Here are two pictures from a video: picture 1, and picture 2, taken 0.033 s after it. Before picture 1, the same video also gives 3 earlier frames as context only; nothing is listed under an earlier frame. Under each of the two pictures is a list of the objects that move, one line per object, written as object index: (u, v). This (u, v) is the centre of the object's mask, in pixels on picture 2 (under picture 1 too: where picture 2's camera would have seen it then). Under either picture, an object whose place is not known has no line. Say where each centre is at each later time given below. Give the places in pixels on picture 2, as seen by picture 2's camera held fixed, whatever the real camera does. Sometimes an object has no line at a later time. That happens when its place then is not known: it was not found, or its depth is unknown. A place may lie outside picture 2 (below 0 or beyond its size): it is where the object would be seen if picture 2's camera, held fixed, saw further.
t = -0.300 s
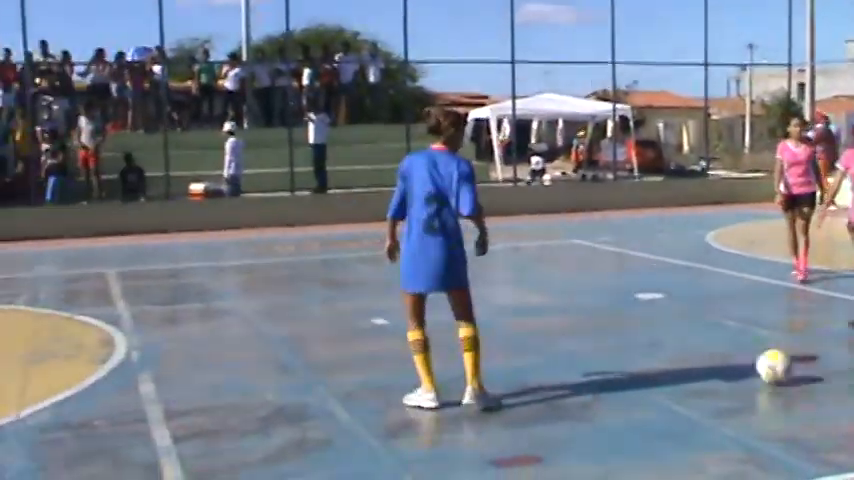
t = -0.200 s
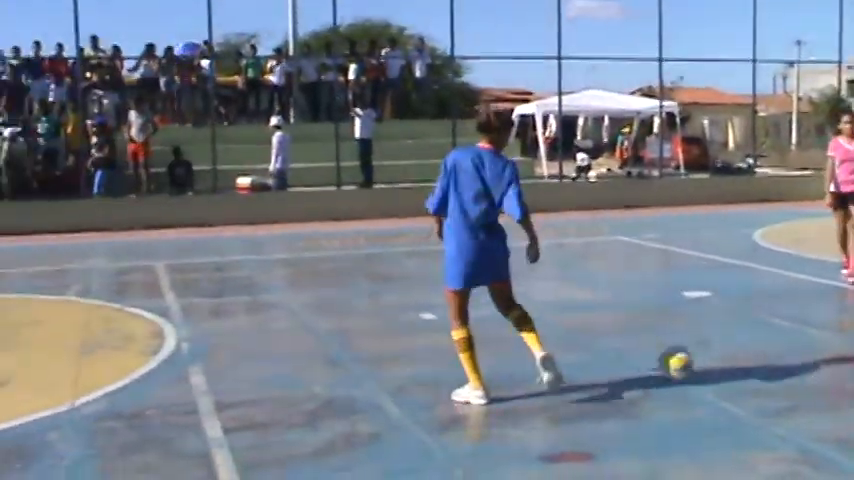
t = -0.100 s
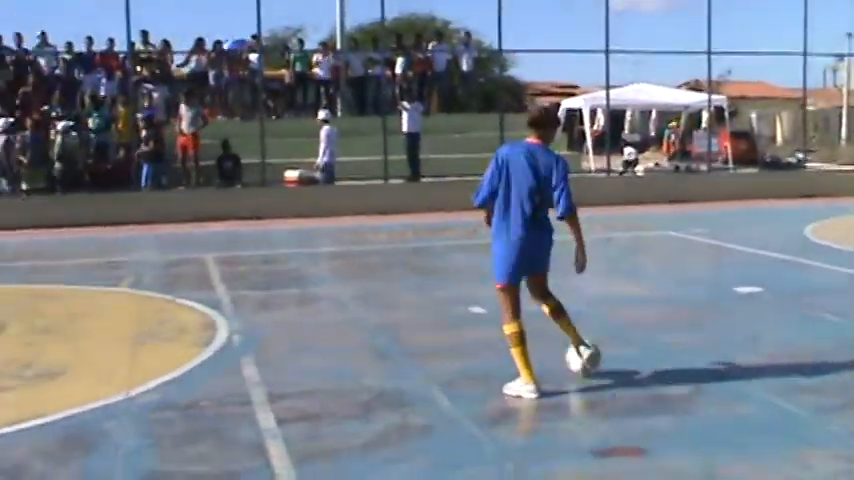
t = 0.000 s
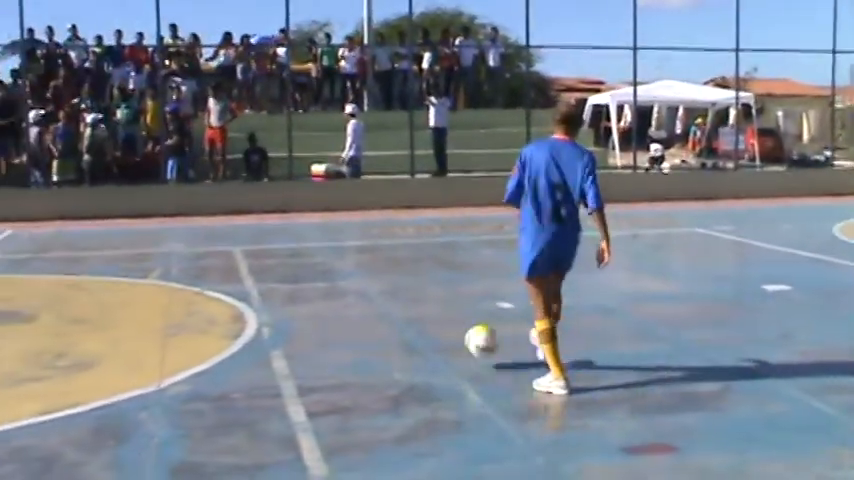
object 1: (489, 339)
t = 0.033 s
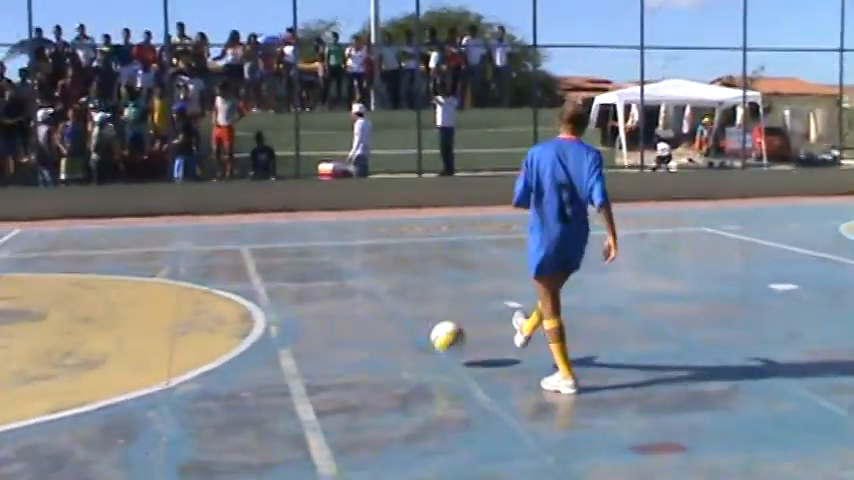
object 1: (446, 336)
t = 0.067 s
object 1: (407, 336)
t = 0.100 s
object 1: (366, 336)
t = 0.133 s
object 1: (328, 339)
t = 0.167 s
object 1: (289, 342)
